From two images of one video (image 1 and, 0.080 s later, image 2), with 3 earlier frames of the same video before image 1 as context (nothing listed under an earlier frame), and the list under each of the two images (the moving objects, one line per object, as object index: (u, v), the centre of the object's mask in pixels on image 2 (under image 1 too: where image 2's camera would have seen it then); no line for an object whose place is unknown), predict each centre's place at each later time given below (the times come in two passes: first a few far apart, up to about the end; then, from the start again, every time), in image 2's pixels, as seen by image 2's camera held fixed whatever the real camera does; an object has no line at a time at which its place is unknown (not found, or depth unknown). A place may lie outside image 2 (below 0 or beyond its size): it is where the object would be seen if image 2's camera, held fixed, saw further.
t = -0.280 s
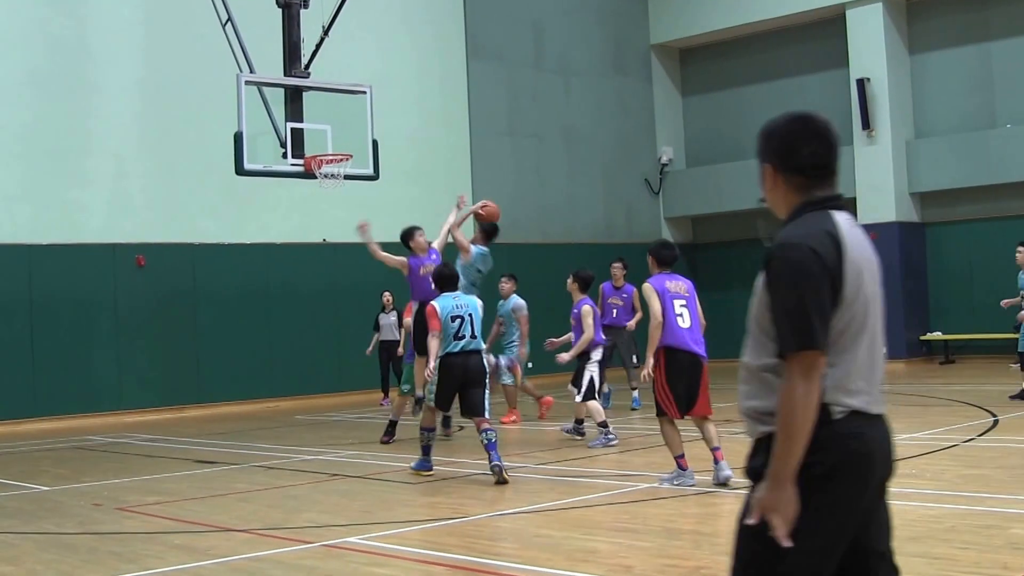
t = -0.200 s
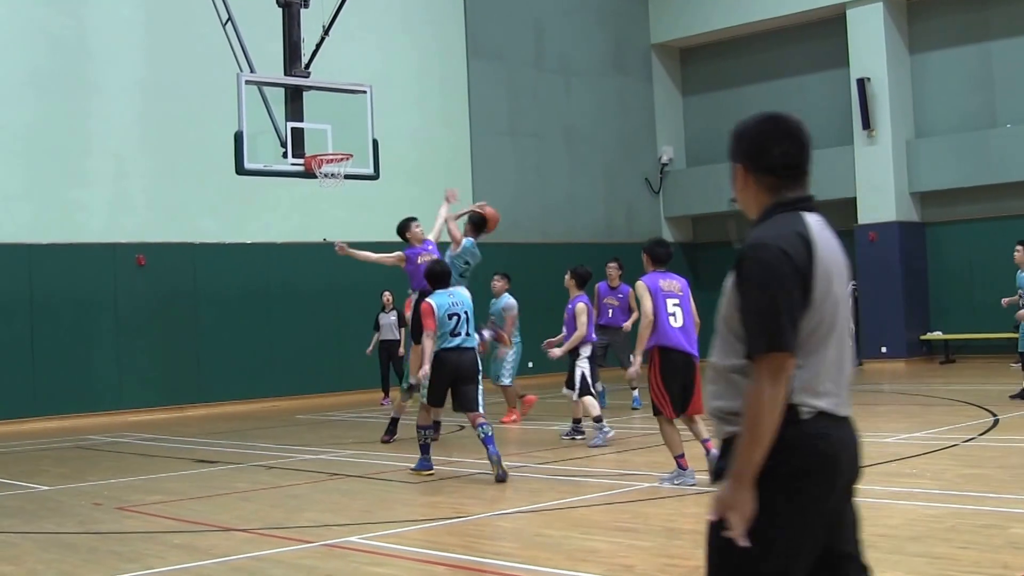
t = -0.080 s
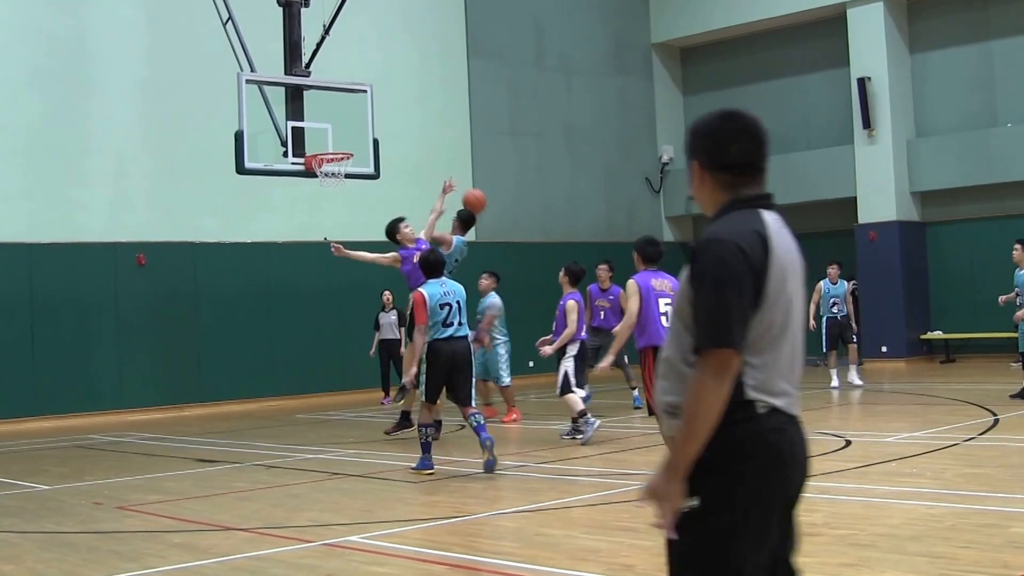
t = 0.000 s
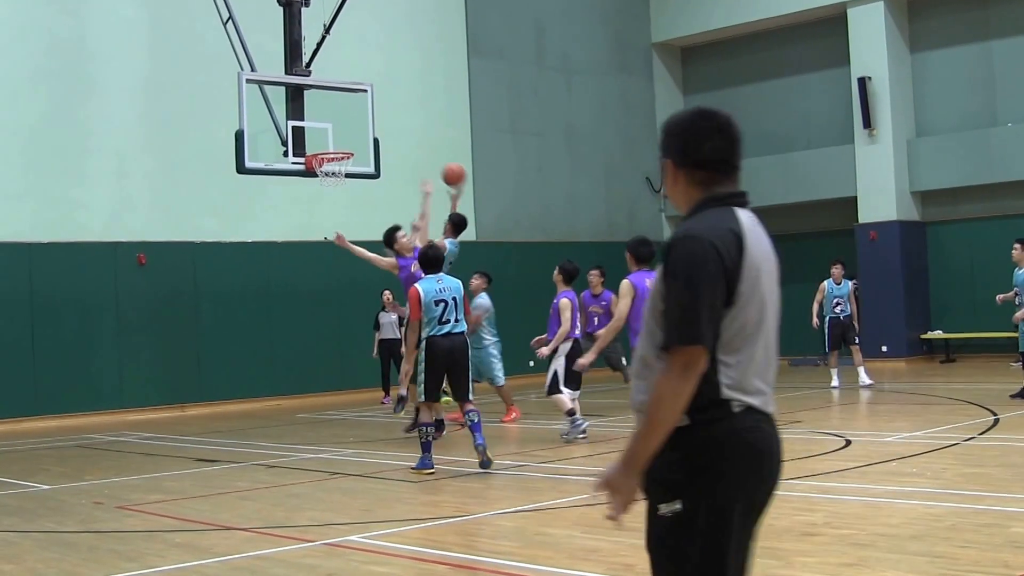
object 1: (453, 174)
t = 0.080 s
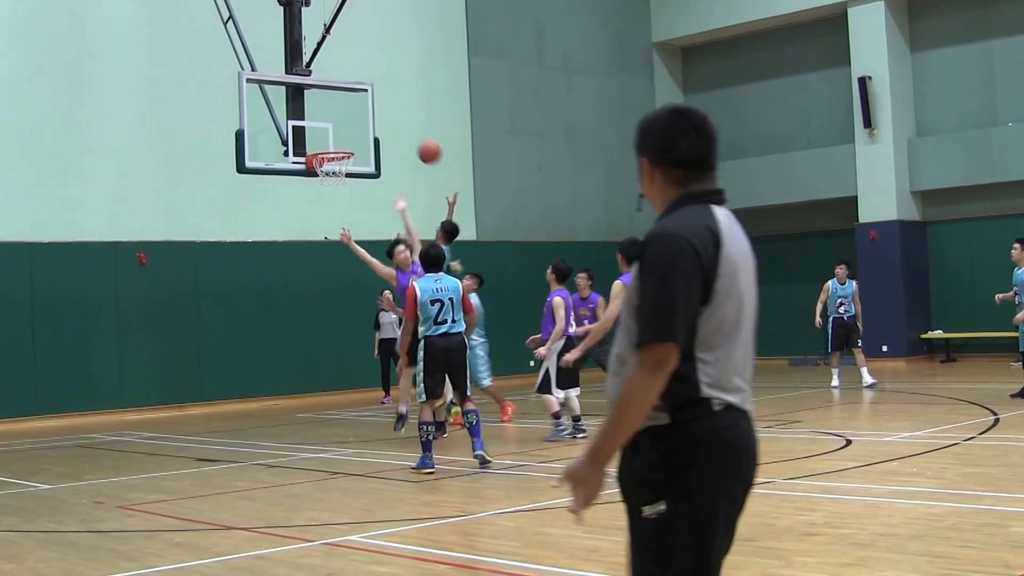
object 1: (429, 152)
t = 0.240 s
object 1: (383, 127)
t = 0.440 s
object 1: (331, 129)
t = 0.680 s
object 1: (334, 136)
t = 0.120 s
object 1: (417, 143)
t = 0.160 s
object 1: (405, 136)
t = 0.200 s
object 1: (394, 131)
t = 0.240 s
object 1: (383, 127)
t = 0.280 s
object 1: (372, 125)
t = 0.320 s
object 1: (361, 124)
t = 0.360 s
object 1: (351, 124)
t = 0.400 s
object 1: (341, 126)
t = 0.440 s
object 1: (331, 129)
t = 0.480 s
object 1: (321, 134)
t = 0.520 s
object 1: (325, 137)
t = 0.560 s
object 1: (332, 140)
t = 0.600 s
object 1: (339, 144)
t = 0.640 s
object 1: (338, 141)
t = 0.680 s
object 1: (334, 136)
